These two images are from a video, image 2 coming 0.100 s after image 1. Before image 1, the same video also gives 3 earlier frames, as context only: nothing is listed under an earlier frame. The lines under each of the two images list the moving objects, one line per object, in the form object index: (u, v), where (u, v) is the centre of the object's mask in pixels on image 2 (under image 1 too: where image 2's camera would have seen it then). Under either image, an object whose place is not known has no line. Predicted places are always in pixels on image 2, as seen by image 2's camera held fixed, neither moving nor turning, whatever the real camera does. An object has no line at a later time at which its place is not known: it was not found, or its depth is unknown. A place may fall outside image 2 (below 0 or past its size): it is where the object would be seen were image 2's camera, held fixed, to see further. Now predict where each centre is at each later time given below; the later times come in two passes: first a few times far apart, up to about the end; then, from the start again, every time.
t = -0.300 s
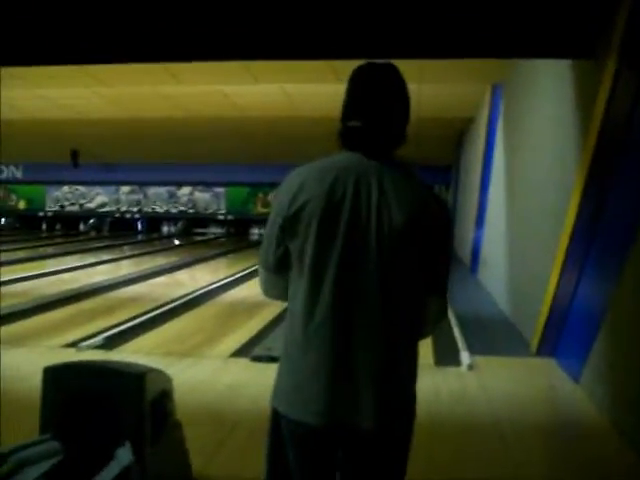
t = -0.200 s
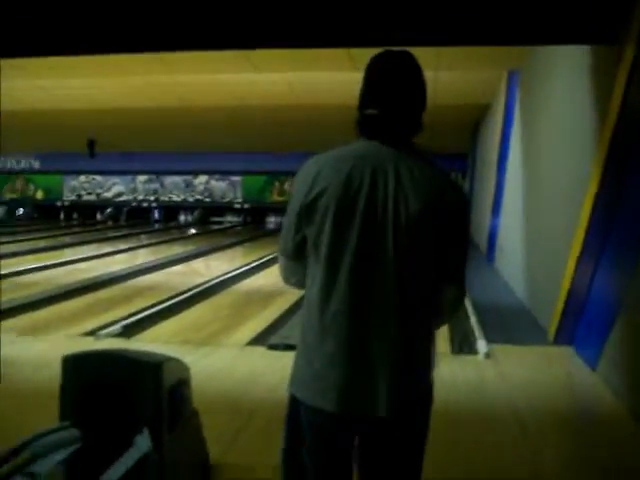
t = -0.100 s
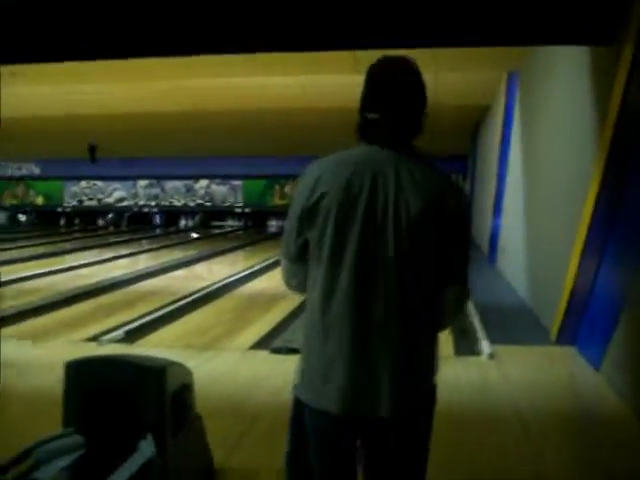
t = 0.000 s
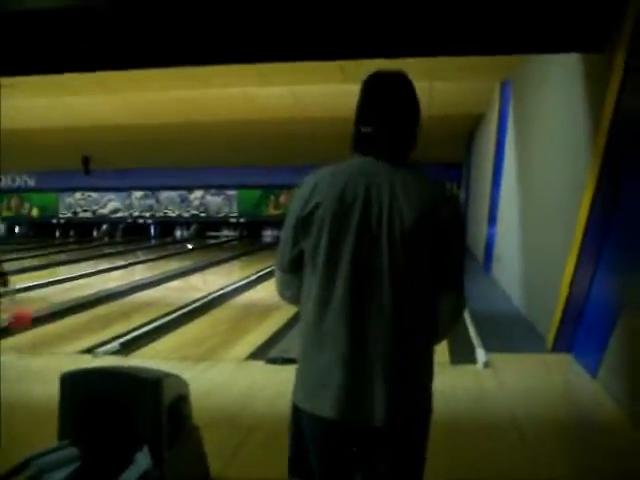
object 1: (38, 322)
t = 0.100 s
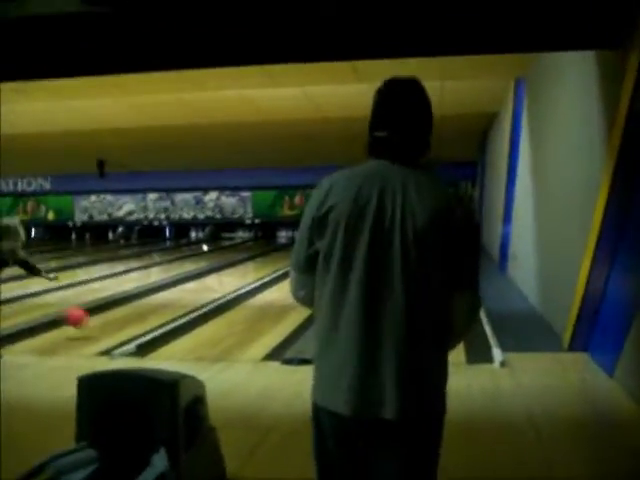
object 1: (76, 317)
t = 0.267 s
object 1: (126, 311)
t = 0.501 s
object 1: (175, 294)
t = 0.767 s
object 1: (216, 279)
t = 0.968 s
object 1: (238, 271)
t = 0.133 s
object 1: (85, 317)
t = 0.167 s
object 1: (97, 320)
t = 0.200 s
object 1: (109, 316)
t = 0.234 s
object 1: (116, 313)
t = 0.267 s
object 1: (126, 311)
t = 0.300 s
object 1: (134, 308)
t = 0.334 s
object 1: (141, 306)
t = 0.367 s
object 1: (148, 303)
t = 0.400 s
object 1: (156, 301)
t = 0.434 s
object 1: (164, 298)
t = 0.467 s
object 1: (170, 295)
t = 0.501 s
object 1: (175, 294)
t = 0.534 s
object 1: (181, 292)
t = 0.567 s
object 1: (187, 290)
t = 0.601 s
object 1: (192, 288)
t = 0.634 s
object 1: (197, 286)
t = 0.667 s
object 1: (202, 284)
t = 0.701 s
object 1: (206, 282)
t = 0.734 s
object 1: (211, 281)
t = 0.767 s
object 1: (216, 279)
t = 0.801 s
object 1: (220, 277)
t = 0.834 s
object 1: (224, 275)
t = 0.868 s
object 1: (227, 275)
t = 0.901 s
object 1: (232, 274)
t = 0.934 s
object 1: (236, 272)
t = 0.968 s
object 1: (238, 271)
